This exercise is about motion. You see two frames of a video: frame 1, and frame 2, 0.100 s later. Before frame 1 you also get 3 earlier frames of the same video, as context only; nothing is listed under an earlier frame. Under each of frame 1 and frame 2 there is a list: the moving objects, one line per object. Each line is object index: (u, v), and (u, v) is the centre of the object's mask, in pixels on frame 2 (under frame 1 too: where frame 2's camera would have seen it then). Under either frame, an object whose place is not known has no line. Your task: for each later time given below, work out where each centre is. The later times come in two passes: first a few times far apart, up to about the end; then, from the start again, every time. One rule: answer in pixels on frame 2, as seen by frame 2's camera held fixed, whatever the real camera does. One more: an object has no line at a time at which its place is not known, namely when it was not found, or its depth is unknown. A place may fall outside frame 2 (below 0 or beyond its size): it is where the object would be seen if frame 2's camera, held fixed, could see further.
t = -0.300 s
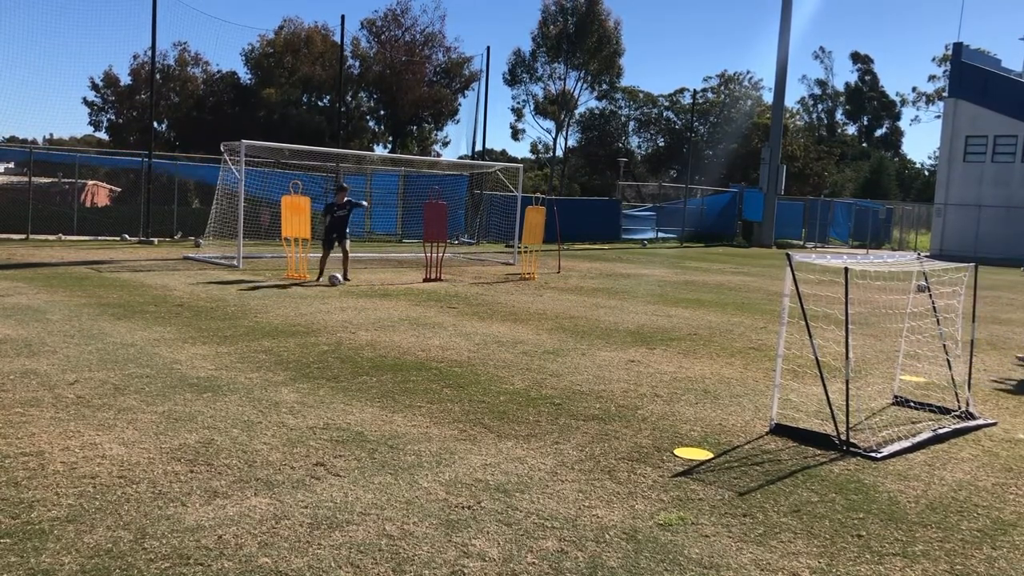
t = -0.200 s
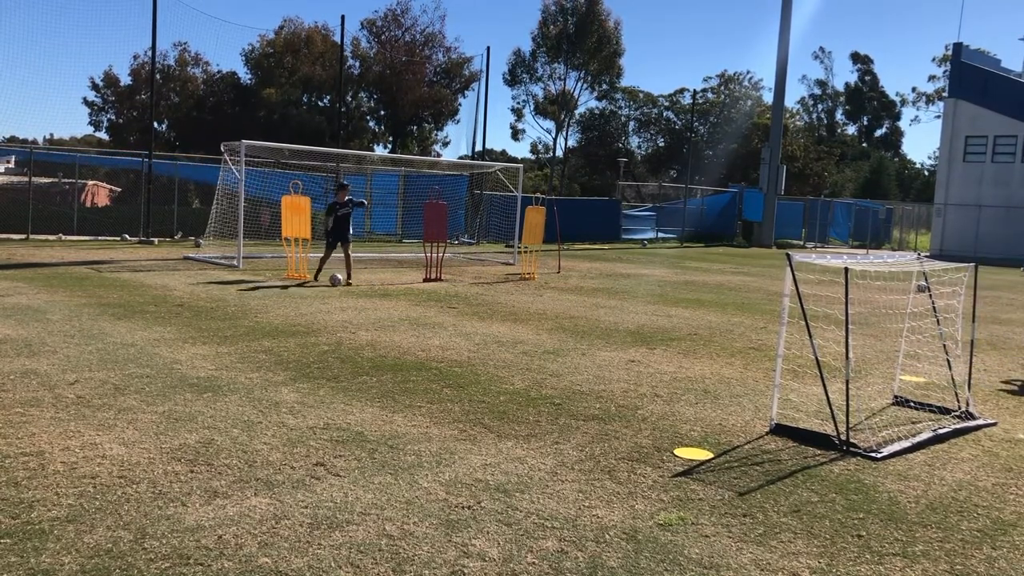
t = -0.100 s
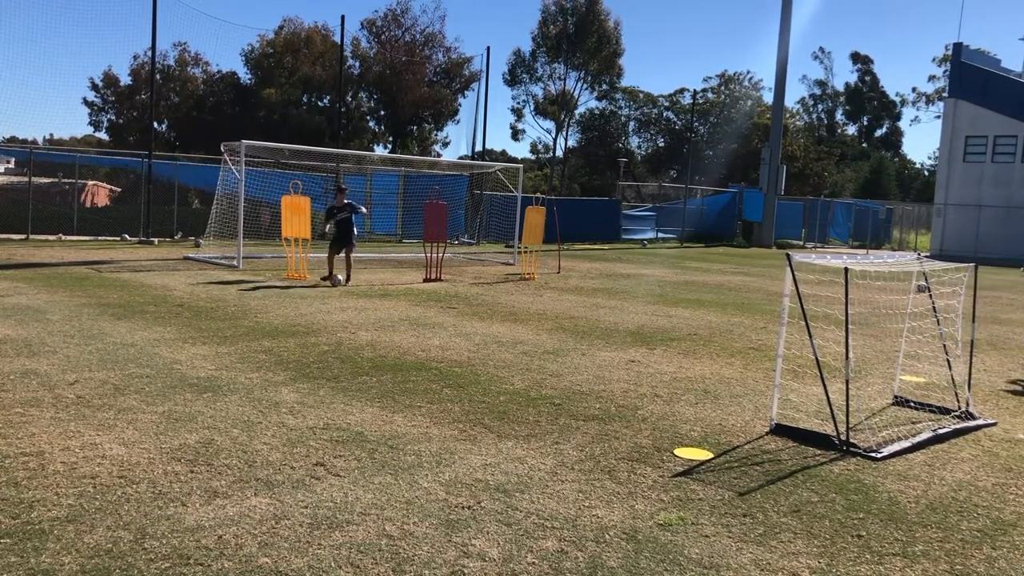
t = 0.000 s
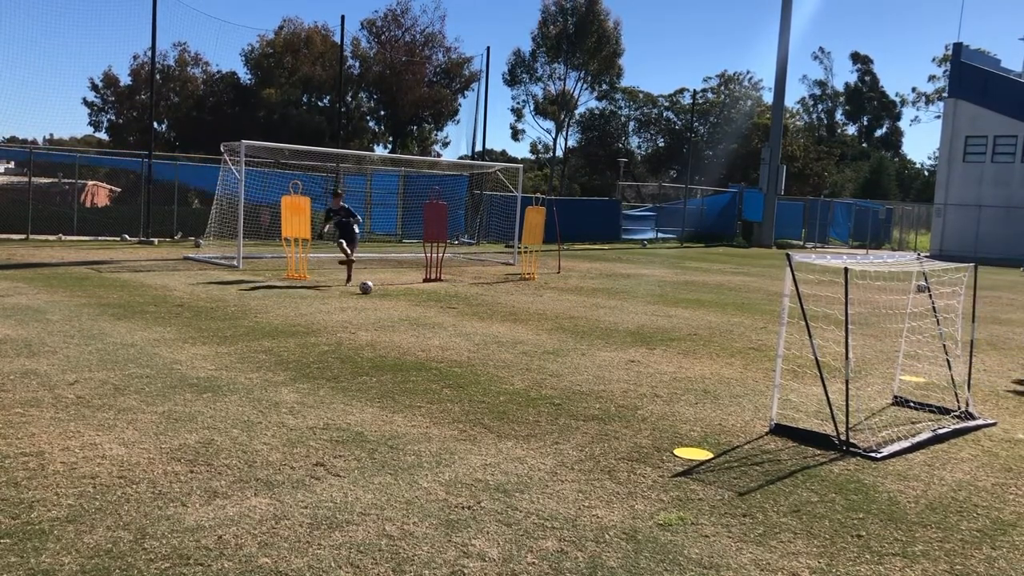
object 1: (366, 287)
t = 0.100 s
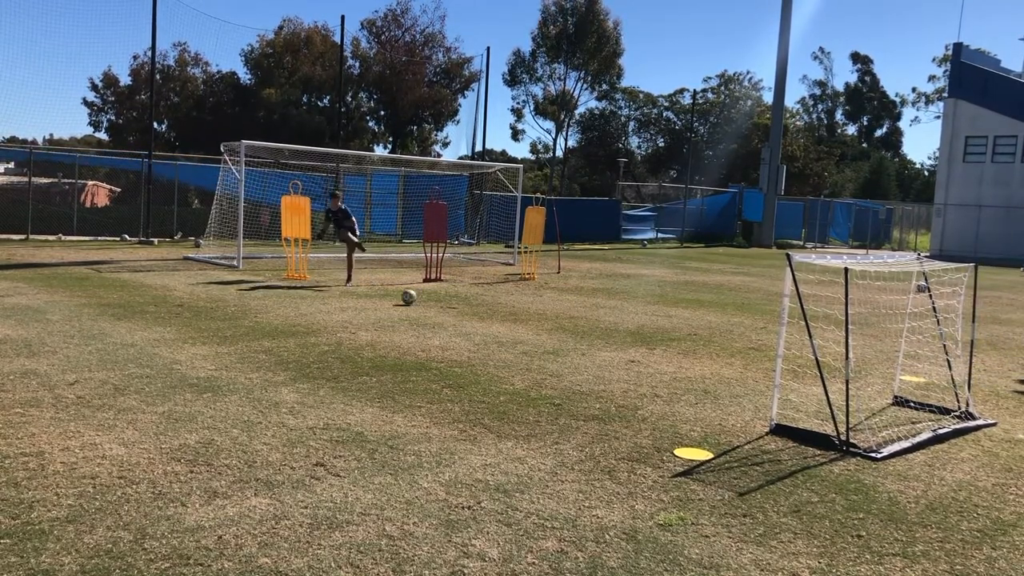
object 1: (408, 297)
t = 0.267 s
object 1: (491, 317)
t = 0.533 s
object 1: (654, 352)
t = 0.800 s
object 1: (865, 402)
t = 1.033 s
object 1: (969, 308)
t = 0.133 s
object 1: (424, 301)
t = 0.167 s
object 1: (440, 303)
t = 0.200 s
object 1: (456, 307)
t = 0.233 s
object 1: (473, 312)
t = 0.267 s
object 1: (491, 317)
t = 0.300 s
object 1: (509, 320)
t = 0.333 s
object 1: (528, 324)
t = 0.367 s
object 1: (547, 329)
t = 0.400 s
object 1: (568, 335)
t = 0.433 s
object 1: (588, 337)
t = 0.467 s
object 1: (609, 340)
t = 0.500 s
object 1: (631, 346)
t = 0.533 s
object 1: (654, 352)
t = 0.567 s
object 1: (678, 358)
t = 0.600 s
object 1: (701, 361)
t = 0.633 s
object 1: (727, 367)
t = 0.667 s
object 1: (753, 374)
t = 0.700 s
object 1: (781, 382)
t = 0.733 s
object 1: (807, 387)
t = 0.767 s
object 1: (835, 395)
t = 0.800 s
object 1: (865, 402)
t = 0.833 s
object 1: (896, 409)
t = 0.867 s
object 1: (928, 413)
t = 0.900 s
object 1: (950, 406)
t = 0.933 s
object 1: (956, 380)
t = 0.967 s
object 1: (960, 354)
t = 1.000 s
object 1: (965, 330)
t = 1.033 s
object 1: (969, 308)
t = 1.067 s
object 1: (965, 289)
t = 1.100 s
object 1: (958, 273)
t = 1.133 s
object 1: (946, 261)
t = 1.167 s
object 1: (931, 255)
